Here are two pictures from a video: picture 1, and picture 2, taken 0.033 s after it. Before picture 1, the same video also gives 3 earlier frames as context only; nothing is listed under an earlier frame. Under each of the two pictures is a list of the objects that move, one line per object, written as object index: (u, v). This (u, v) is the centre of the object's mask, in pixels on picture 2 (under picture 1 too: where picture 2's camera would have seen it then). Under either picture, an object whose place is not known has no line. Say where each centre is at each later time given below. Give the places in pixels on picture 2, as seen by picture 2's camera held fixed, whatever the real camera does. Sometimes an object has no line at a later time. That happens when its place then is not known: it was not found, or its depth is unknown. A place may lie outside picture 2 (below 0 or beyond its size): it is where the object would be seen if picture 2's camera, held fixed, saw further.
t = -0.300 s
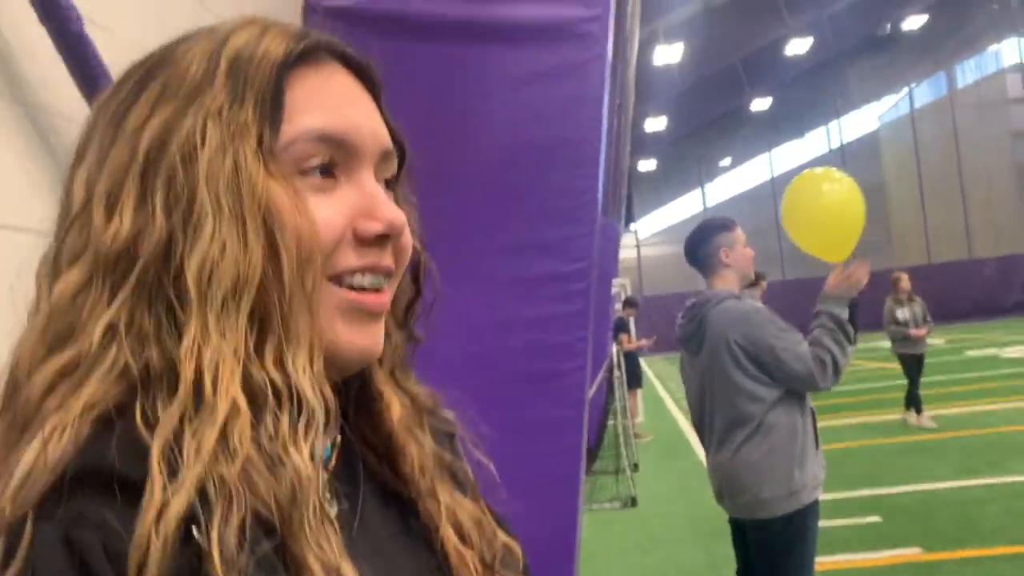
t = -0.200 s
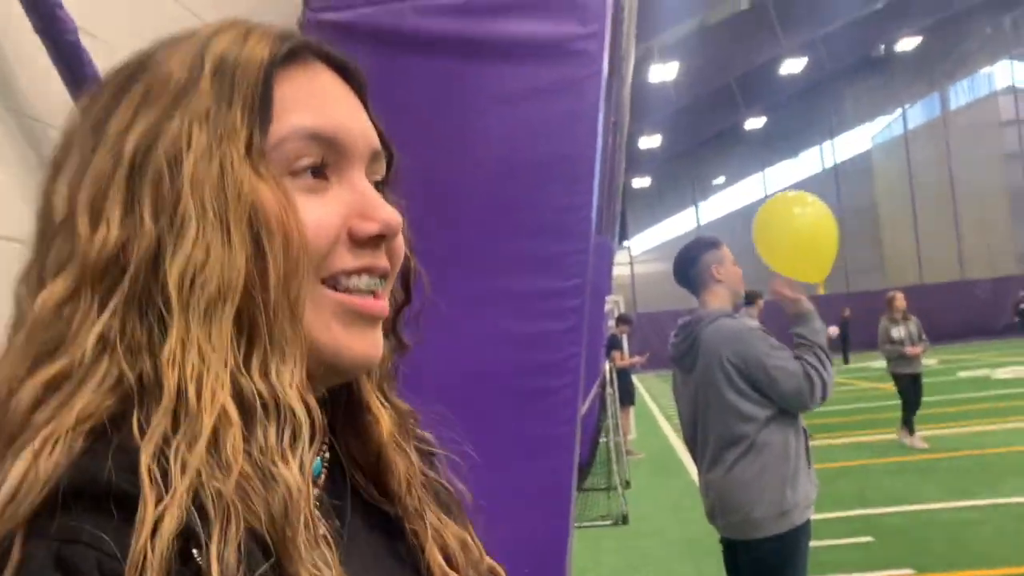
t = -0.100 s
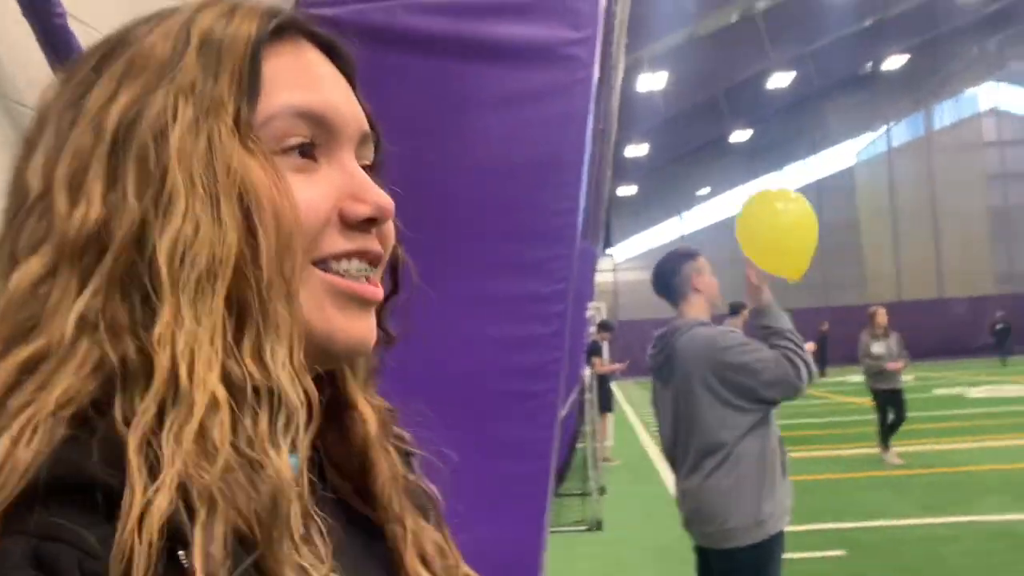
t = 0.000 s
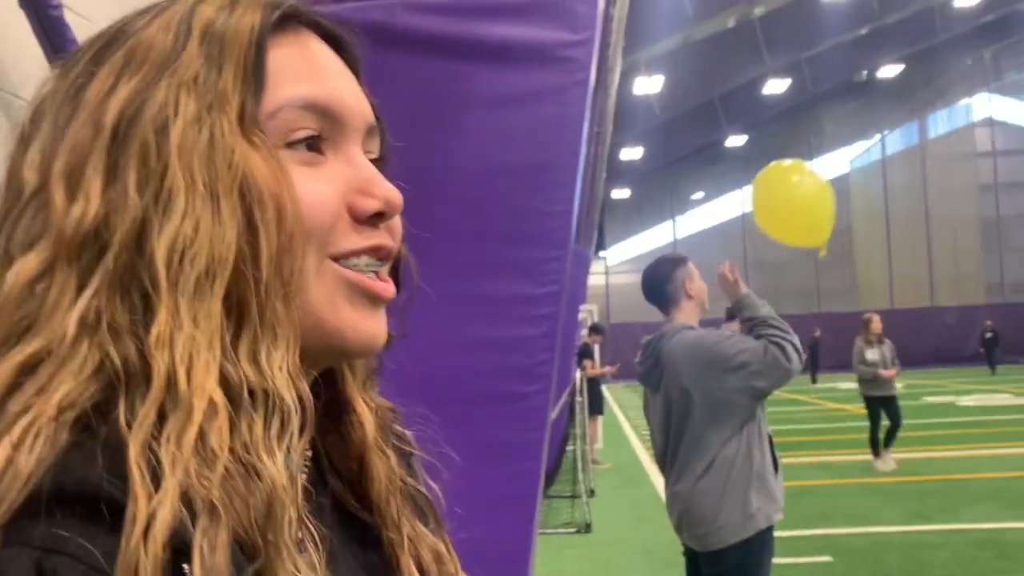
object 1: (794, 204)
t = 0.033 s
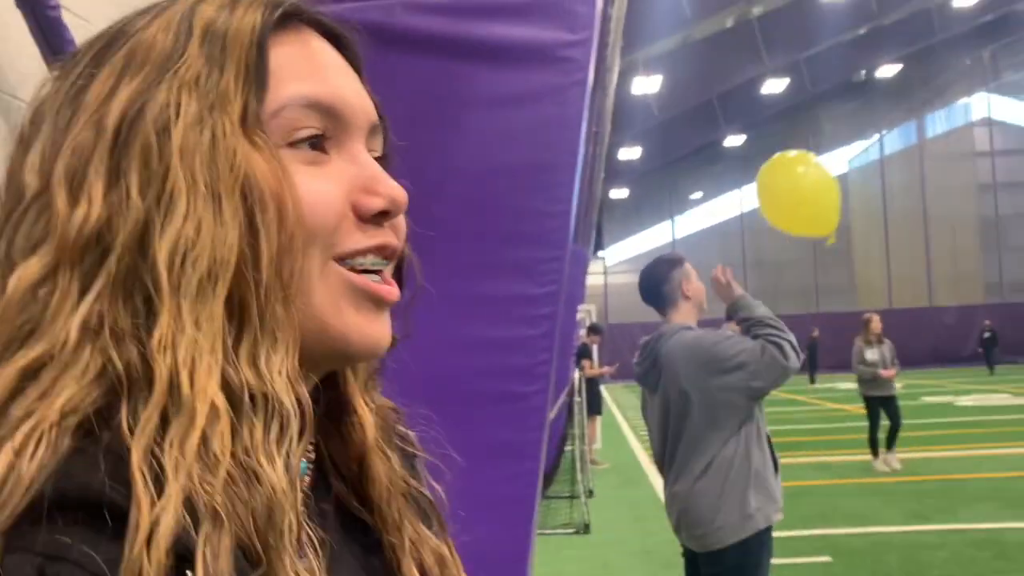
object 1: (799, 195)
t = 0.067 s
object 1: (804, 186)
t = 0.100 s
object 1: (810, 179)
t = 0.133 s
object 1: (815, 172)
